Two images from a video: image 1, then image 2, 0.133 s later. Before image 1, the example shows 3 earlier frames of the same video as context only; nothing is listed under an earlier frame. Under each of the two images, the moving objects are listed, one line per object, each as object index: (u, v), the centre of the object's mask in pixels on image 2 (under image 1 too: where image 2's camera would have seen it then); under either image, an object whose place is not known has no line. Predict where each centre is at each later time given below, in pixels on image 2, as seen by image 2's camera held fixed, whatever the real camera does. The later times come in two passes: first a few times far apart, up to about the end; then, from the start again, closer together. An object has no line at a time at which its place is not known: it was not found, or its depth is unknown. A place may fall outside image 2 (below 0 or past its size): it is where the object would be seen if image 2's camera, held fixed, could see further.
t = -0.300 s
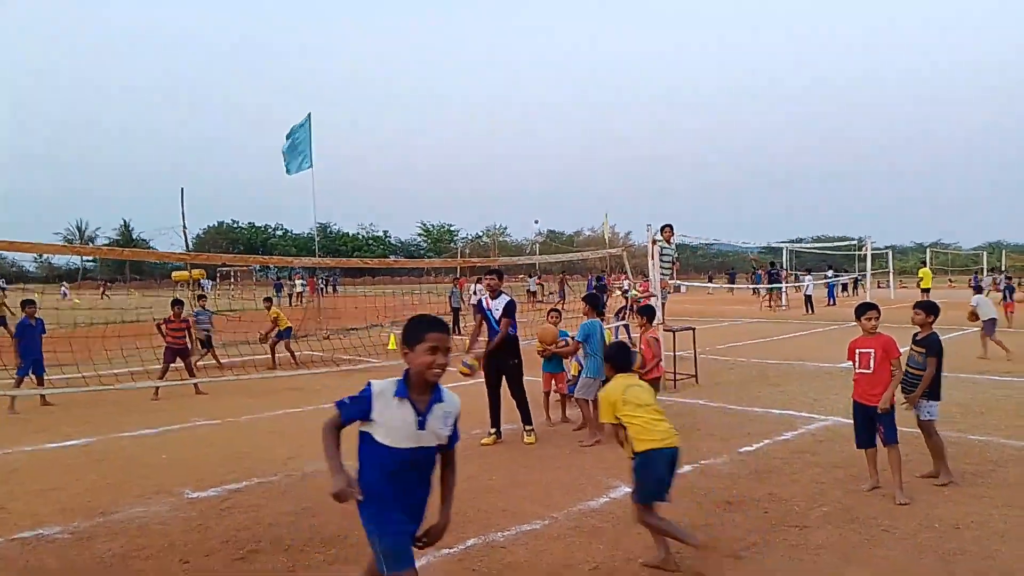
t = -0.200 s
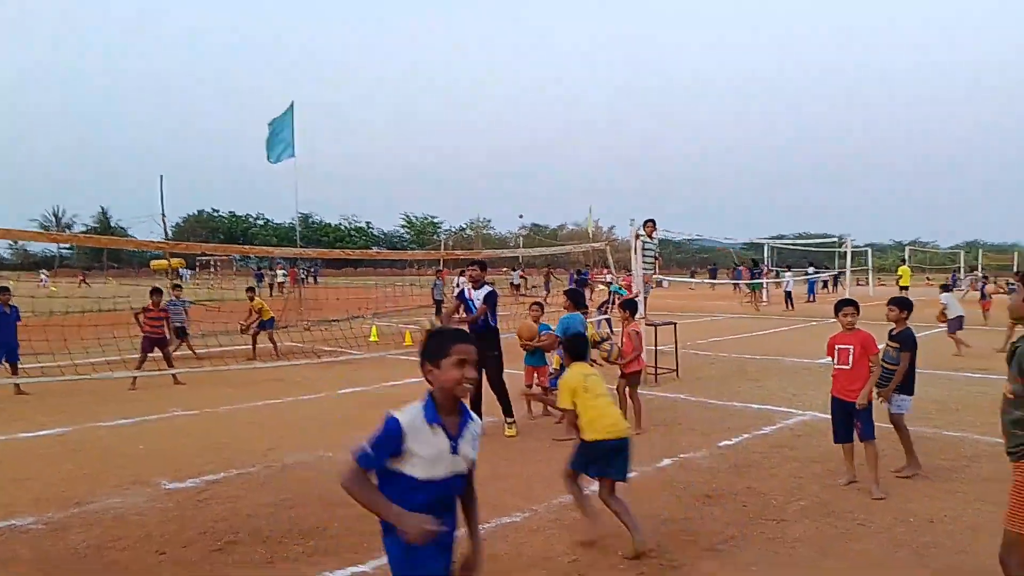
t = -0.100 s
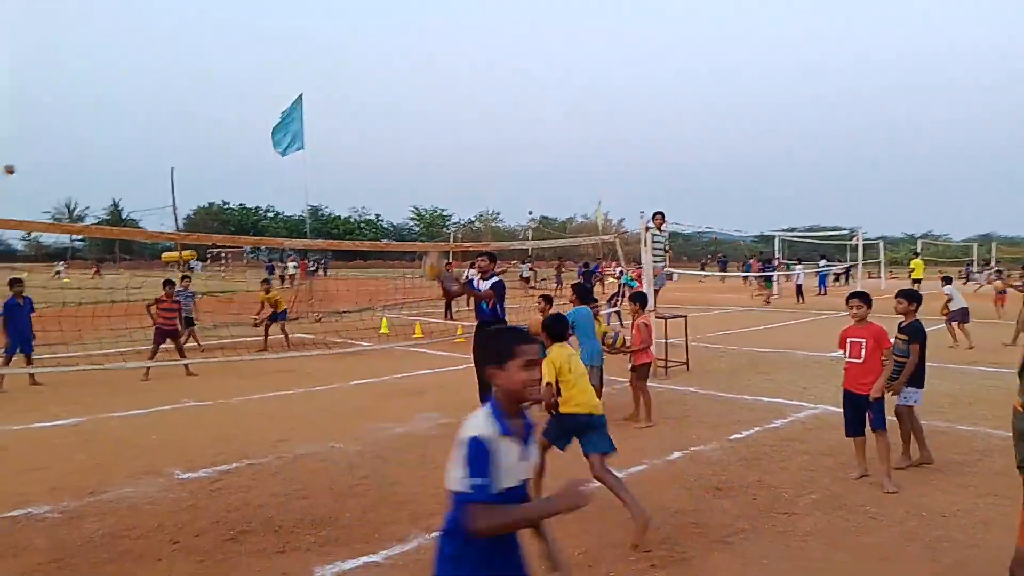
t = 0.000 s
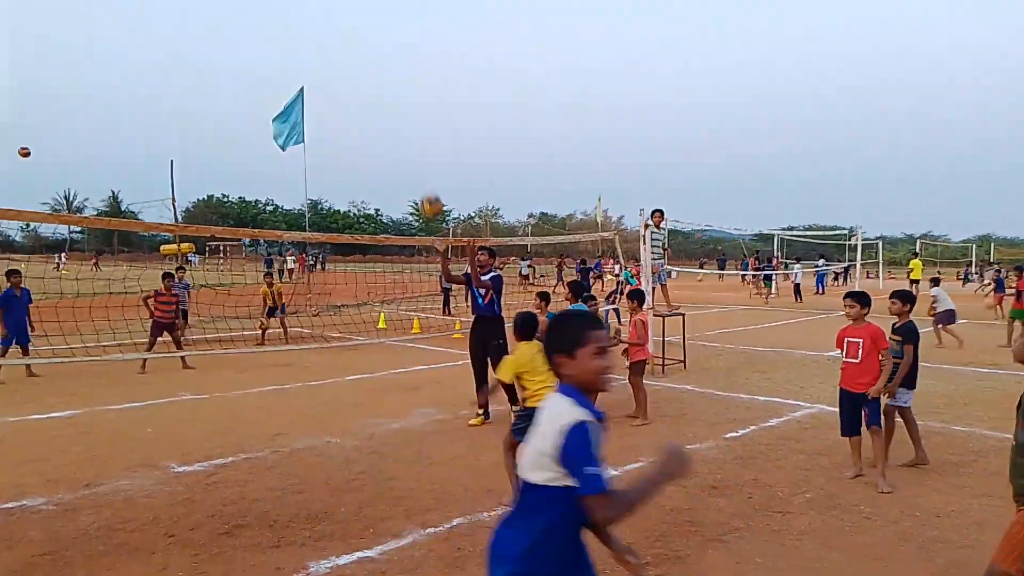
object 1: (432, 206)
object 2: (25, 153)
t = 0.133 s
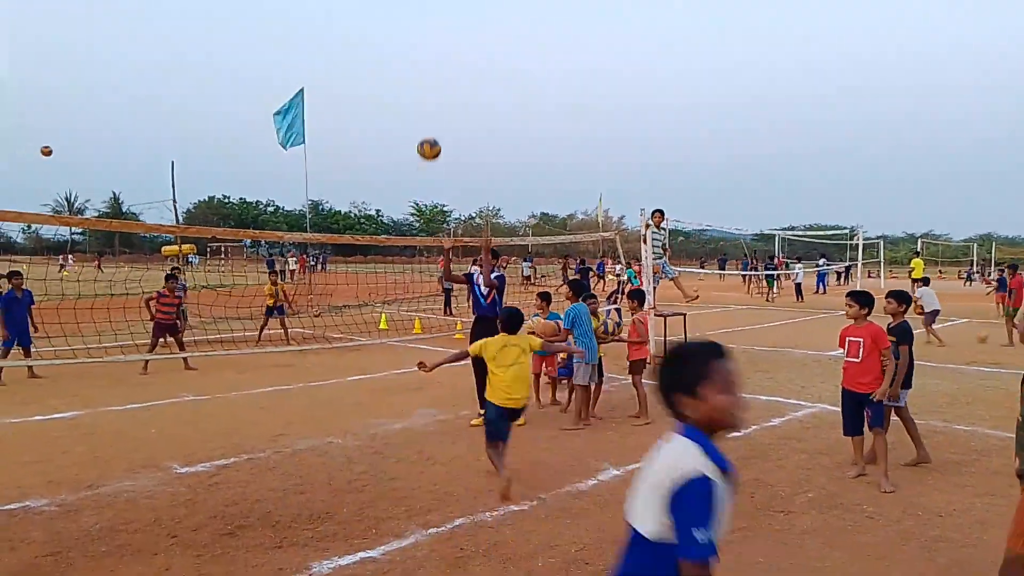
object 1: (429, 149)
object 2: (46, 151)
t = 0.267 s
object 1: (426, 111)
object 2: (67, 157)
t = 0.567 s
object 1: (418, 101)
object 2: (114, 211)
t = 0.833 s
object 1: (408, 180)
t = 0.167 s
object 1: (428, 138)
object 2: (52, 152)
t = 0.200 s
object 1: (428, 128)
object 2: (57, 153)
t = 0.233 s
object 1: (427, 119)
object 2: (62, 155)
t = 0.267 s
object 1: (426, 111)
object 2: (67, 157)
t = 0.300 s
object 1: (426, 105)
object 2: (72, 161)
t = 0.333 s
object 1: (424, 100)
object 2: (77, 165)
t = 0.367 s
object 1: (423, 96)
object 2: (83, 170)
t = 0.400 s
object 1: (422, 94)
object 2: (88, 176)
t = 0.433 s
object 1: (421, 92)
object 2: (93, 182)
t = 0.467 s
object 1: (420, 93)
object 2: (99, 189)
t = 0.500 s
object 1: (419, 94)
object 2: (104, 198)
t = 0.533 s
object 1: (419, 97)
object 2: (111, 206)
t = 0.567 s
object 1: (418, 101)
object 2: (114, 211)
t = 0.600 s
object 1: (416, 106)
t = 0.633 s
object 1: (415, 113)
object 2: (127, 237)
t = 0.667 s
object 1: (413, 121)
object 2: (132, 247)
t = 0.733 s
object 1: (412, 141)
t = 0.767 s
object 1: (411, 153)
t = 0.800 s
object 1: (409, 166)
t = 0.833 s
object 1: (408, 180)
